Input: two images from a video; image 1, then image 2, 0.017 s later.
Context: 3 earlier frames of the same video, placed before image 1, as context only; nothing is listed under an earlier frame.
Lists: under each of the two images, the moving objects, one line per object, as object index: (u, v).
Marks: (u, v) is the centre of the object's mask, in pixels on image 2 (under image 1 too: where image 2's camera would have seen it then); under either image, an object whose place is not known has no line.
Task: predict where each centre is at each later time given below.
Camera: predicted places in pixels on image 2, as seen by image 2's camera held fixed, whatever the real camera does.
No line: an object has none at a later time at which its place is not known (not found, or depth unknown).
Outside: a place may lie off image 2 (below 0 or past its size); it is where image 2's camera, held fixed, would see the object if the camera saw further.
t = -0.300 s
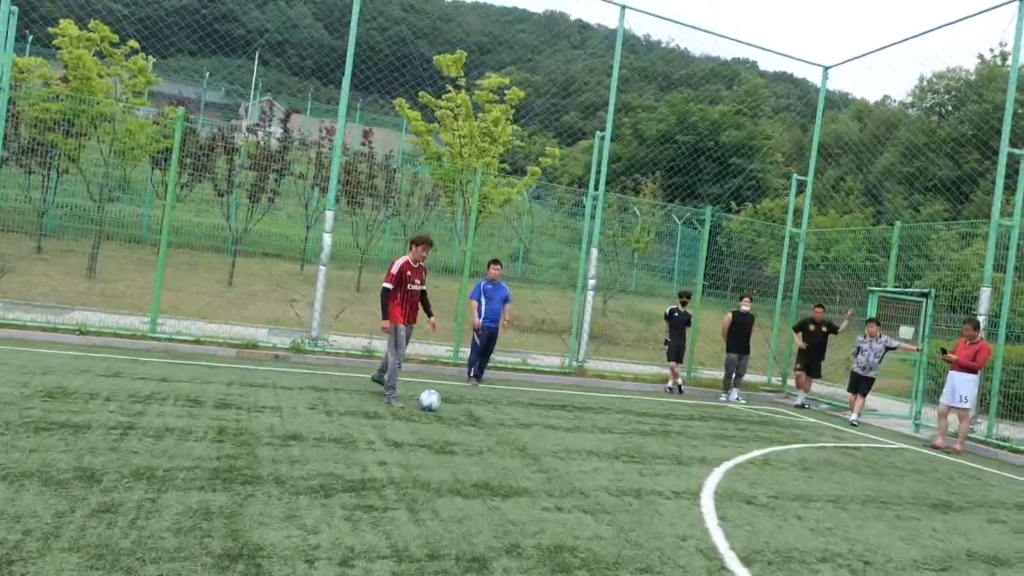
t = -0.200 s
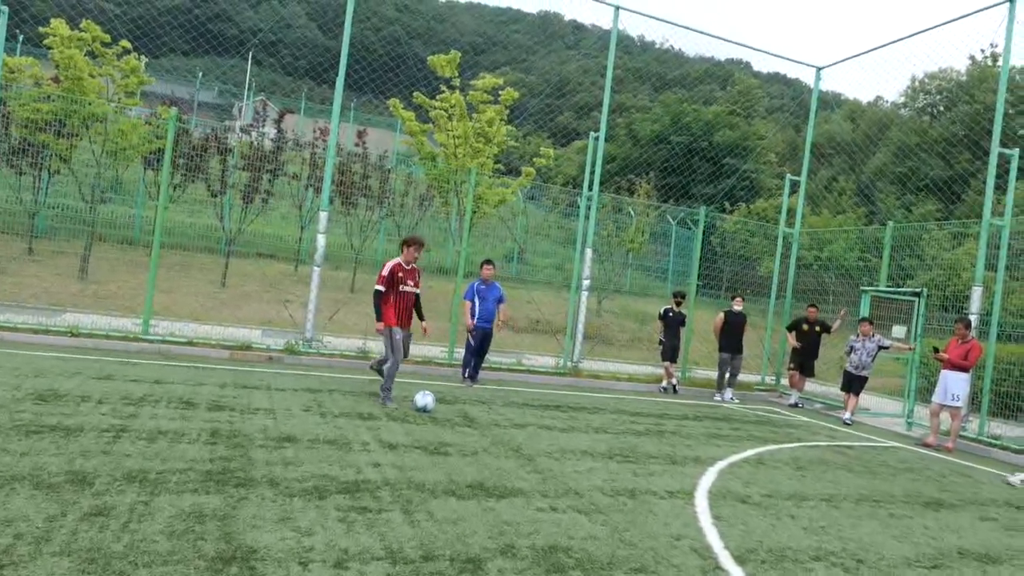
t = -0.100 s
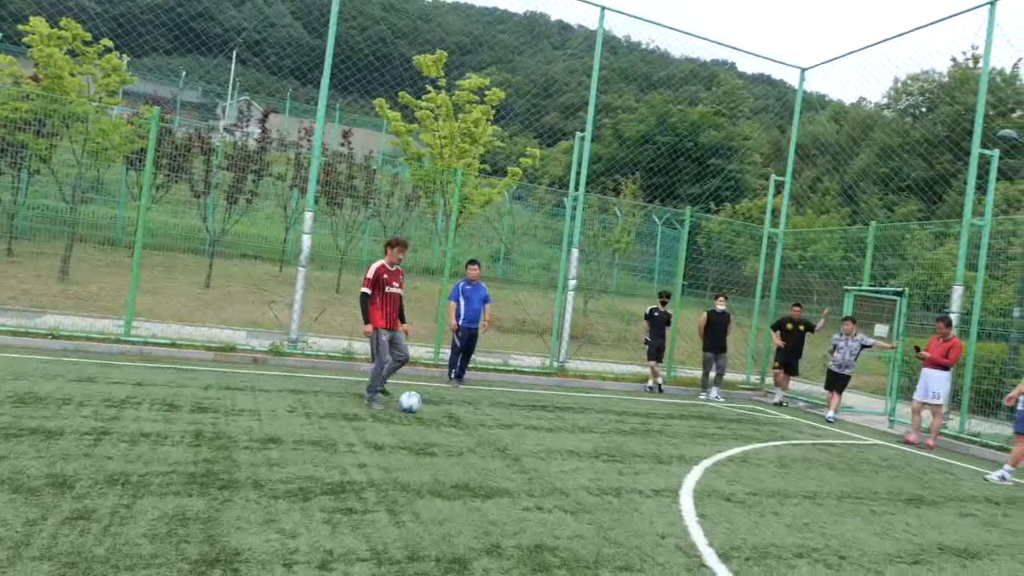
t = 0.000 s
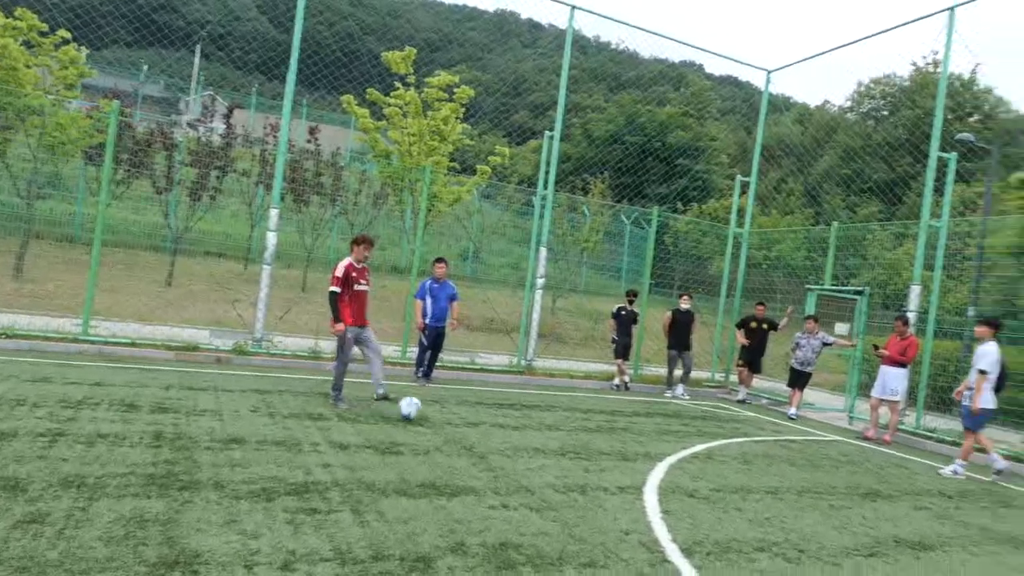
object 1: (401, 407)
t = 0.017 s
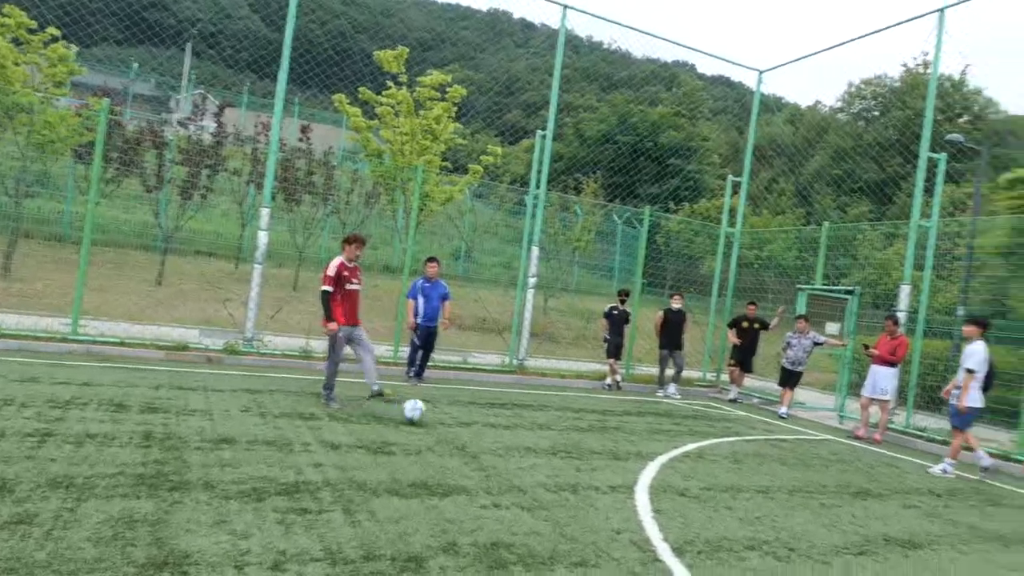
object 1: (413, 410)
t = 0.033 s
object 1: (426, 414)
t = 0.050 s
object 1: (439, 418)
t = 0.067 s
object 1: (452, 423)
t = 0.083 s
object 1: (466, 427)
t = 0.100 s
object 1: (480, 432)
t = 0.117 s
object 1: (495, 436)
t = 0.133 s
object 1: (509, 439)
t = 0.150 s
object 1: (523, 443)
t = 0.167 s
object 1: (538, 447)
